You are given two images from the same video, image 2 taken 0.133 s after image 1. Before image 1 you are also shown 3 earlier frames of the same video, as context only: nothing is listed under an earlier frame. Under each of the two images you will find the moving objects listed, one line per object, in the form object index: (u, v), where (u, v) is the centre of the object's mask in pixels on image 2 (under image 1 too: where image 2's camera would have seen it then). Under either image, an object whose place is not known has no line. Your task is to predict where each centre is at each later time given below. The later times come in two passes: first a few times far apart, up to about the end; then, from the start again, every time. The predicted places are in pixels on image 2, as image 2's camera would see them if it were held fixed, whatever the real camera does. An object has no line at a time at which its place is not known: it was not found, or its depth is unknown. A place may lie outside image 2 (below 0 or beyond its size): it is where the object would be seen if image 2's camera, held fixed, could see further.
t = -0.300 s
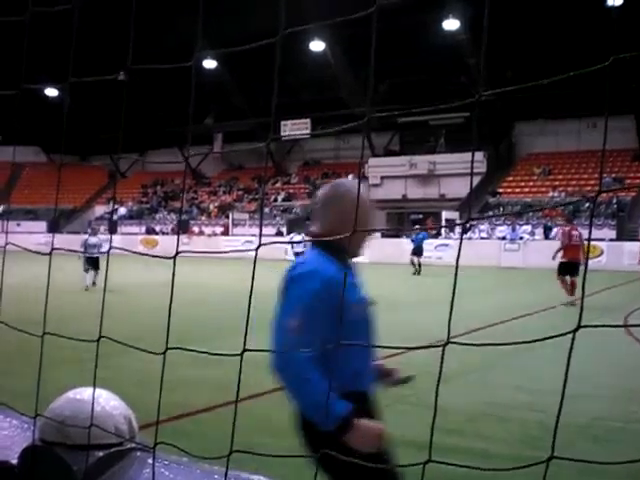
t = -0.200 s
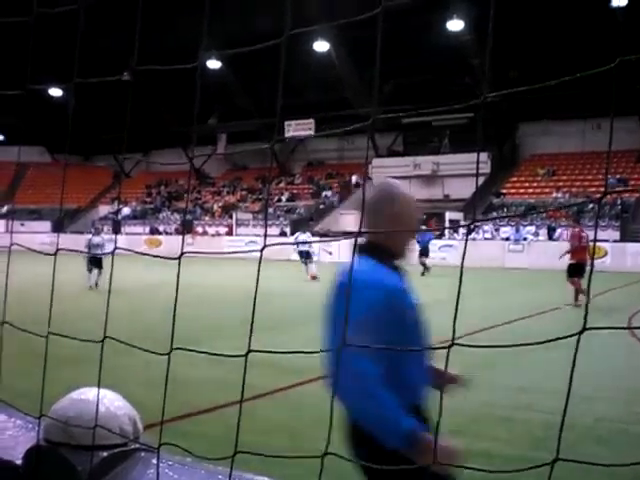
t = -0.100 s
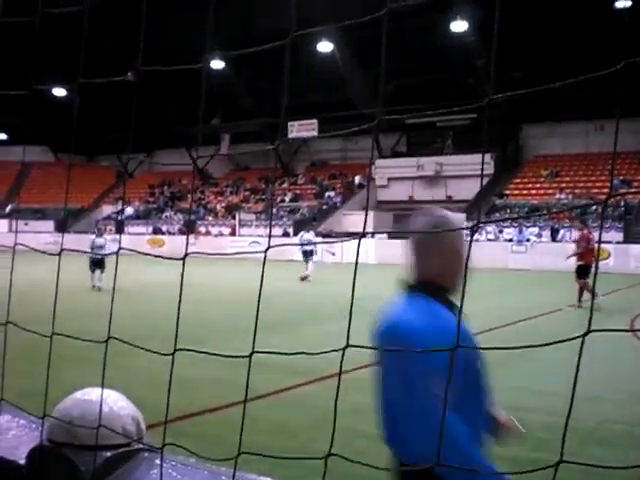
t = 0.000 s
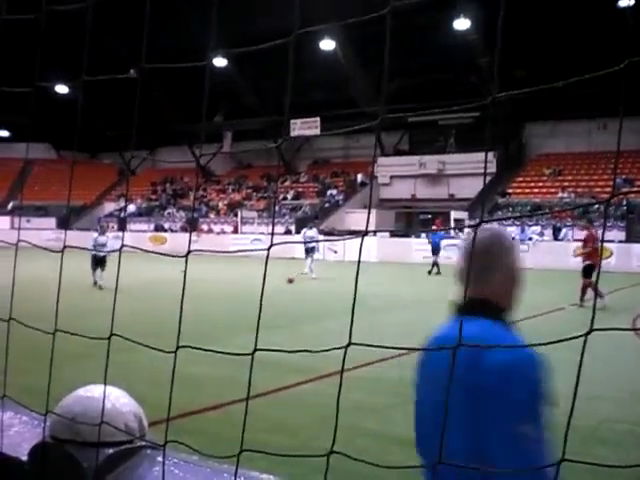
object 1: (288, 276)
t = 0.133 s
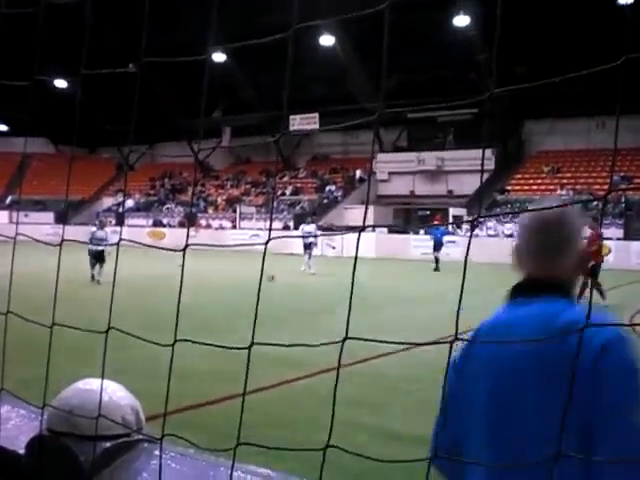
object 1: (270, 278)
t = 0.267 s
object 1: (252, 280)
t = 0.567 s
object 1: (215, 281)
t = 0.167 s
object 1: (265, 279)
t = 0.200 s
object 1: (263, 278)
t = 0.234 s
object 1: (255, 279)
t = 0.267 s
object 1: (252, 280)
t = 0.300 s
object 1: (247, 280)
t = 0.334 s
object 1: (243, 280)
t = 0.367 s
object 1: (239, 280)
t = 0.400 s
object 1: (235, 281)
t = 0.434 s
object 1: (231, 280)
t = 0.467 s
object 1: (227, 280)
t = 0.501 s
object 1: (223, 281)
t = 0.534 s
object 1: (220, 281)
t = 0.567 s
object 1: (215, 281)
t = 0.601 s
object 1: (212, 282)
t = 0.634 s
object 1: (207, 282)
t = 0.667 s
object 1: (203, 282)
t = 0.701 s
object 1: (199, 283)
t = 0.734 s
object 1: (195, 284)
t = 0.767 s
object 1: (190, 285)
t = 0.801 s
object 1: (185, 285)
